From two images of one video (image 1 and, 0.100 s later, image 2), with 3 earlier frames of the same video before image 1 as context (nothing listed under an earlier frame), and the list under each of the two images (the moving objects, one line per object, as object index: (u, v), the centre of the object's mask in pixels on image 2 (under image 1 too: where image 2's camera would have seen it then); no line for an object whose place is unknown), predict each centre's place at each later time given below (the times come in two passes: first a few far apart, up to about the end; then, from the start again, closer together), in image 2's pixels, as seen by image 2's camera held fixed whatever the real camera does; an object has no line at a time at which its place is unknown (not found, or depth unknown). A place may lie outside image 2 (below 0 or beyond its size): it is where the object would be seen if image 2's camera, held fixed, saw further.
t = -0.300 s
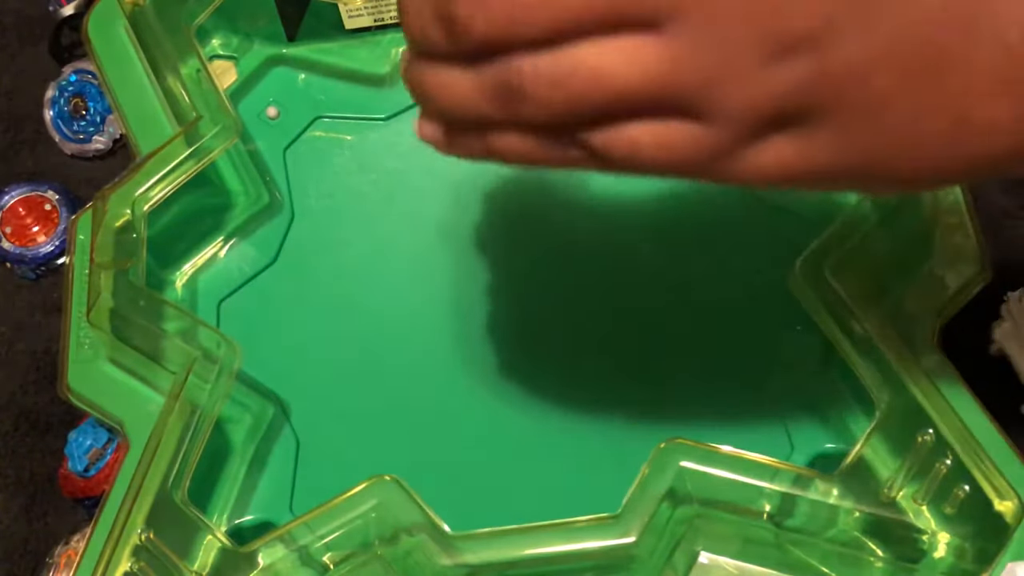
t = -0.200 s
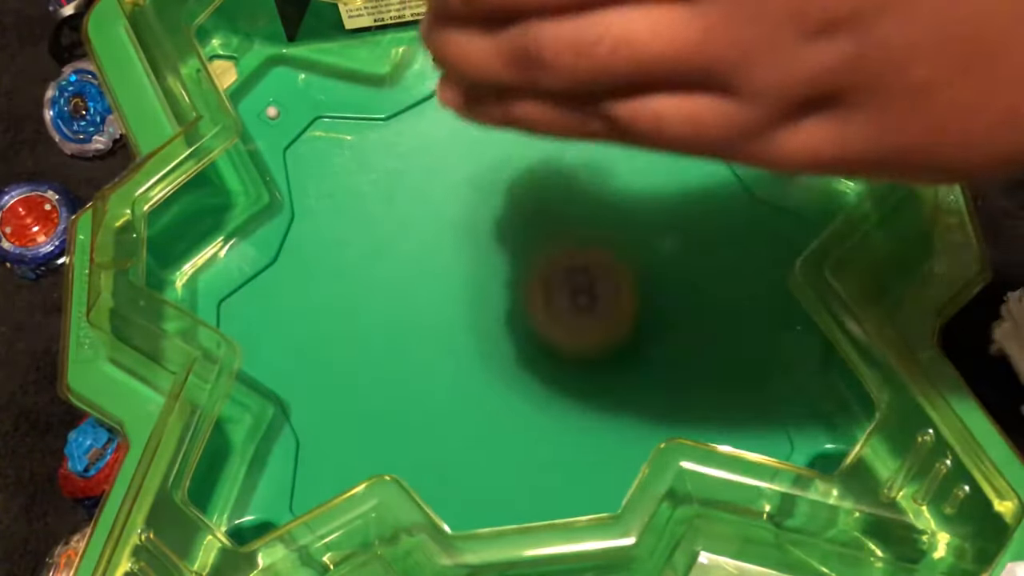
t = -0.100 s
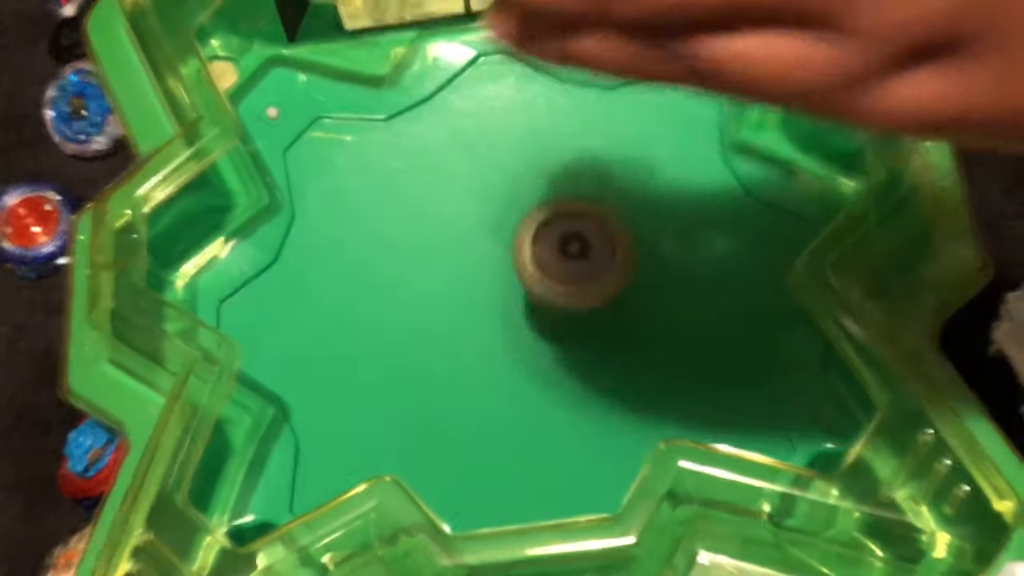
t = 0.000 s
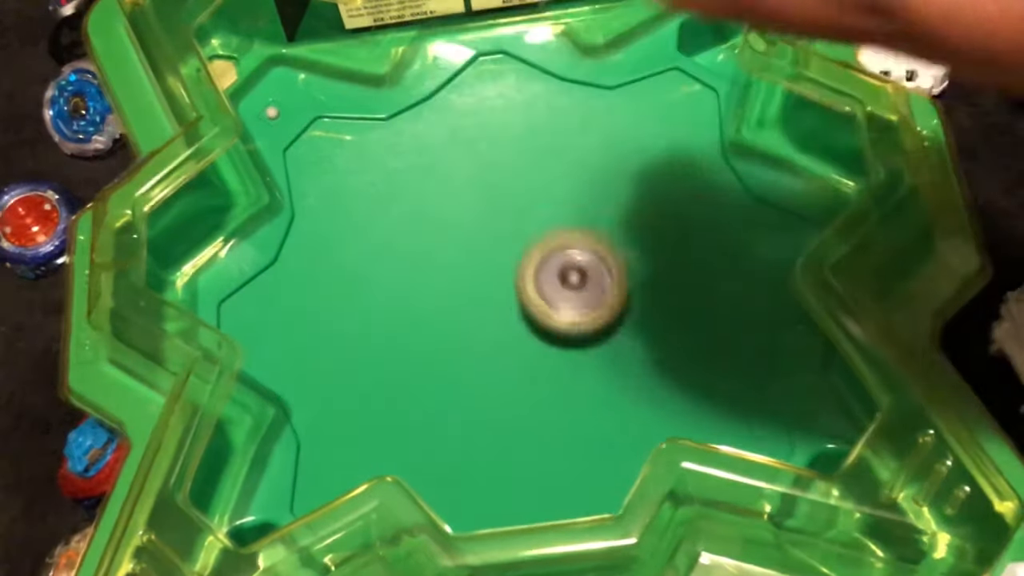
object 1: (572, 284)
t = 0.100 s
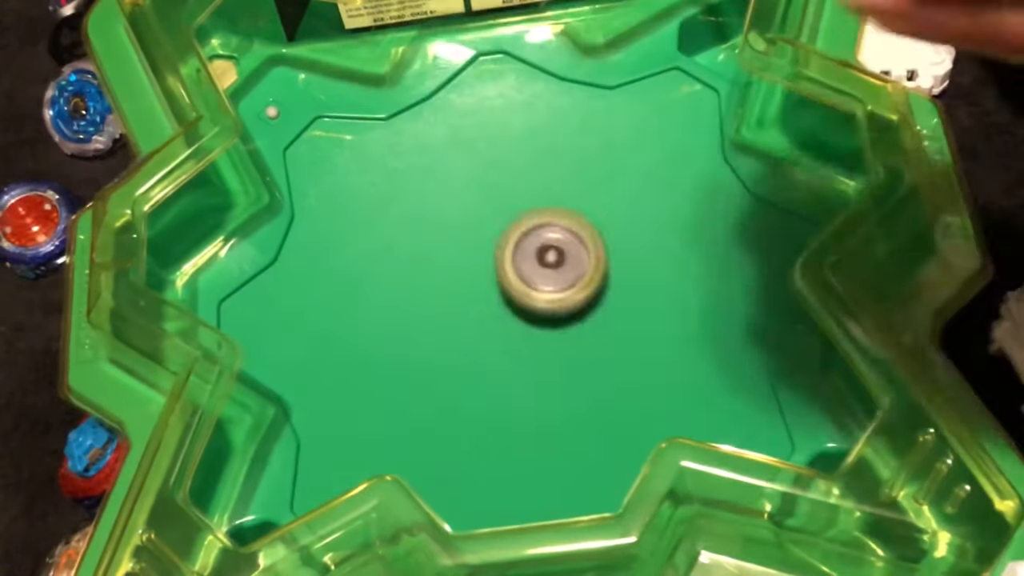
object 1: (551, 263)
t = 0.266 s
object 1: (509, 216)
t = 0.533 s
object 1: (385, 241)
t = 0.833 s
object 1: (577, 442)
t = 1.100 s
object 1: (750, 263)
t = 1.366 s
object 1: (538, 70)
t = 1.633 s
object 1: (275, 333)
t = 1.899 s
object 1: (580, 477)
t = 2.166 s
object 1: (681, 154)
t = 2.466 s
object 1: (305, 321)
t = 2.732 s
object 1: (487, 394)
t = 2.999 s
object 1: (793, 218)
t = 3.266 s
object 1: (539, 213)
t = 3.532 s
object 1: (306, 370)
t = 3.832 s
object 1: (564, 461)
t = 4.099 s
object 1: (723, 199)
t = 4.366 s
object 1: (444, 98)
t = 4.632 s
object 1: (284, 390)
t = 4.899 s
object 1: (655, 438)
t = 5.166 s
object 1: (696, 115)
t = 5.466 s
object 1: (351, 223)
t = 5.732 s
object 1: (438, 480)
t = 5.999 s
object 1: (729, 348)
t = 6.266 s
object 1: (588, 79)
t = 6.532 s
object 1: (290, 249)
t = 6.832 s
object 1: (534, 490)
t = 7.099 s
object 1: (748, 230)
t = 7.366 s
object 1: (439, 90)
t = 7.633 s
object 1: (314, 419)
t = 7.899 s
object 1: (684, 417)
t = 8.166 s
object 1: (668, 96)
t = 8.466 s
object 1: (339, 230)
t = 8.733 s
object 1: (480, 494)
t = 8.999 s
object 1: (746, 316)
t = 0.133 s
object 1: (543, 254)
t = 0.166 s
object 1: (536, 246)
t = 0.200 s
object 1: (528, 237)
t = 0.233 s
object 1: (519, 227)
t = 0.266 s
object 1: (509, 216)
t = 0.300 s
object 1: (496, 206)
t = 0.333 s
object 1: (481, 196)
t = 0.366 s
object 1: (464, 192)
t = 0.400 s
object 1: (447, 190)
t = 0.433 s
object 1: (428, 194)
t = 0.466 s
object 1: (411, 204)
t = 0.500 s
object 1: (396, 220)
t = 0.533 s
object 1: (385, 241)
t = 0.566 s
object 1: (380, 268)
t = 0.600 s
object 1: (381, 298)
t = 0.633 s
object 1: (392, 329)
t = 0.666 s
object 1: (410, 359)
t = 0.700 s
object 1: (434, 387)
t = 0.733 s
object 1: (464, 410)
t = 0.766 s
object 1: (499, 428)
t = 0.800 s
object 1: (538, 437)
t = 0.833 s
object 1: (577, 442)
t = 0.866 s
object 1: (611, 435)
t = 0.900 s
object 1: (646, 415)
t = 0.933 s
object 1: (684, 402)
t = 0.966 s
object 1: (713, 388)
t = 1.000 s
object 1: (734, 363)
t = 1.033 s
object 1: (747, 329)
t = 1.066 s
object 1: (753, 297)
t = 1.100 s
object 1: (750, 263)
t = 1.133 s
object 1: (747, 231)
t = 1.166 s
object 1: (734, 196)
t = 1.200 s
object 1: (714, 165)
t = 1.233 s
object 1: (689, 135)
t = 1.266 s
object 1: (659, 109)
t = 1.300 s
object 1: (622, 87)
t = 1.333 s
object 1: (583, 73)
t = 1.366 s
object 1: (538, 70)
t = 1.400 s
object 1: (489, 79)
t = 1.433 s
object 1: (440, 91)
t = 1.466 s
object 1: (394, 115)
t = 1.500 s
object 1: (351, 145)
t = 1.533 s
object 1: (315, 182)
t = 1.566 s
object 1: (288, 227)
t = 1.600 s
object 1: (273, 277)
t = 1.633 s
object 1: (275, 333)
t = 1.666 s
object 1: (280, 387)
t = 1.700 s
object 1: (303, 438)
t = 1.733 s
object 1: (333, 486)
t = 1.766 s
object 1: (373, 521)
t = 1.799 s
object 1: (423, 533)
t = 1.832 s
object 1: (476, 539)
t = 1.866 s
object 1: (528, 501)
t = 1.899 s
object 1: (580, 477)
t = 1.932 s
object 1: (627, 434)
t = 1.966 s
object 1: (685, 388)
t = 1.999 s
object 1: (723, 334)
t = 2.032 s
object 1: (750, 273)
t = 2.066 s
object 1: (775, 210)
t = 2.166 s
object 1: (681, 154)
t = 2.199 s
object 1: (635, 169)
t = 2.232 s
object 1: (591, 194)
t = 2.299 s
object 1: (493, 222)
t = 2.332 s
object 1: (446, 239)
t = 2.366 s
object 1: (403, 256)
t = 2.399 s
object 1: (364, 278)
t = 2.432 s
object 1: (332, 298)
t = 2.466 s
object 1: (305, 321)
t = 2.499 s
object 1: (289, 342)
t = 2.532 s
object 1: (284, 363)
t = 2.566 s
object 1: (288, 375)
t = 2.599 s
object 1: (305, 390)
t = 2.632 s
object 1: (344, 394)
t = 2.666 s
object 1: (388, 396)
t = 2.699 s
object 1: (437, 396)
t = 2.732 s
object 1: (487, 394)
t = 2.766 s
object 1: (537, 389)
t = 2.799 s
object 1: (590, 379)
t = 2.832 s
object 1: (642, 363)
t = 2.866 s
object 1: (690, 339)
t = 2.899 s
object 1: (729, 311)
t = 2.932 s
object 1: (759, 281)
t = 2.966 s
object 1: (771, 246)
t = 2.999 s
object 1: (793, 218)
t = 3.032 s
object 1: (795, 191)
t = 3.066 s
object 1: (779, 177)
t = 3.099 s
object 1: (759, 174)
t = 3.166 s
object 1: (681, 189)
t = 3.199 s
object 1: (634, 199)
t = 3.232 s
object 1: (586, 206)
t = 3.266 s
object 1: (539, 213)
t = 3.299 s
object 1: (493, 223)
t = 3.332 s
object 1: (450, 238)
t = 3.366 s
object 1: (411, 256)
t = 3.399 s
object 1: (376, 276)
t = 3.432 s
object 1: (348, 299)
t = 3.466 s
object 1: (326, 321)
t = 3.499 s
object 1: (312, 345)
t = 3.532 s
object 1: (306, 370)
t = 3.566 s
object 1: (308, 394)
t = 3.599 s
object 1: (319, 415)
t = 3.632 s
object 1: (338, 432)
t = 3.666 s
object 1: (363, 441)
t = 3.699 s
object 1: (401, 449)
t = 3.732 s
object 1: (442, 463)
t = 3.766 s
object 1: (478, 472)
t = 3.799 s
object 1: (521, 469)
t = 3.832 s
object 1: (564, 461)
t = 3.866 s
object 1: (604, 443)
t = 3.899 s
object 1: (642, 413)
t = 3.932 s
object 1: (679, 388)
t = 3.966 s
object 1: (705, 356)
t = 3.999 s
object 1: (722, 317)
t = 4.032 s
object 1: (730, 277)
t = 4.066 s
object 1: (731, 237)
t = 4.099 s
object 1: (723, 199)
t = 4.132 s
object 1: (707, 165)
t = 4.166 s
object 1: (684, 135)
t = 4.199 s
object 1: (653, 111)
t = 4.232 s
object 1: (616, 96)
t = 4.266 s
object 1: (577, 85)
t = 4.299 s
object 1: (535, 83)
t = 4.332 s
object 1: (492, 85)
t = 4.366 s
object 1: (444, 98)
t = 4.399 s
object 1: (402, 114)
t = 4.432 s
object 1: (362, 140)
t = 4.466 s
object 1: (326, 171)
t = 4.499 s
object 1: (298, 207)
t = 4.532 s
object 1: (279, 249)
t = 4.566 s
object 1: (270, 297)
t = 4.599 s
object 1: (272, 344)
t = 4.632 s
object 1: (284, 390)
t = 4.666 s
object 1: (309, 433)
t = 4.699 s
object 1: (340, 457)
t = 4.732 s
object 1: (397, 471)
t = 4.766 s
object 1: (456, 491)
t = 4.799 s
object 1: (501, 496)
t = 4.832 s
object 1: (559, 489)
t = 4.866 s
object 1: (603, 473)
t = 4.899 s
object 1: (655, 438)
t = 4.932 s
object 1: (710, 406)
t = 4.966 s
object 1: (738, 369)
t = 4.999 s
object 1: (755, 321)
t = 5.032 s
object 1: (755, 272)
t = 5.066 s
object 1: (760, 223)
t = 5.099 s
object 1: (749, 180)
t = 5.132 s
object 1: (729, 141)
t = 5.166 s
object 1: (696, 115)
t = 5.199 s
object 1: (661, 88)
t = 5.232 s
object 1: (621, 68)
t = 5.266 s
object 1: (582, 72)
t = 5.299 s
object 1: (542, 91)
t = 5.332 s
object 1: (498, 110)
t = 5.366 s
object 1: (458, 133)
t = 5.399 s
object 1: (418, 160)
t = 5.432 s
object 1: (381, 189)
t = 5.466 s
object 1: (351, 223)
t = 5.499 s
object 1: (328, 263)
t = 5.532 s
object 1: (314, 306)
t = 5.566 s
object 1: (309, 350)
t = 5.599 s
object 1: (314, 392)
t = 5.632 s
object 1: (330, 429)
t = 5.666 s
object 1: (351, 450)
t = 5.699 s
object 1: (388, 462)
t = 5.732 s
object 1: (438, 480)
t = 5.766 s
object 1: (472, 489)
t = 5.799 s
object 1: (511, 489)
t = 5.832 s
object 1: (559, 481)
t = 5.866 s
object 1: (597, 466)
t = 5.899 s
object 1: (636, 437)
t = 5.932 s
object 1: (681, 408)
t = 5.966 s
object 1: (711, 384)
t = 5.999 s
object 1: (729, 348)
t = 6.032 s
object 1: (741, 309)
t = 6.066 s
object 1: (745, 266)
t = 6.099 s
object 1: (743, 223)
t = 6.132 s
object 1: (730, 182)
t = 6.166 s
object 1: (704, 145)
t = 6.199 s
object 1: (670, 115)
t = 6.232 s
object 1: (630, 93)
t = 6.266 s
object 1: (588, 79)
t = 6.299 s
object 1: (541, 79)
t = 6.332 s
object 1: (493, 86)
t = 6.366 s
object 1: (448, 100)
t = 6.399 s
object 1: (407, 118)
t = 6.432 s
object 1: (368, 145)
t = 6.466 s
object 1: (335, 175)
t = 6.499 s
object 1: (309, 211)
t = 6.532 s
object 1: (290, 249)
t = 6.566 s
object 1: (280, 294)
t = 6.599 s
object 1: (282, 339)
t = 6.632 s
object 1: (290, 383)
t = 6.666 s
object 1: (317, 426)
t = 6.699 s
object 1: (349, 460)
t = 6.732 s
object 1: (389, 488)
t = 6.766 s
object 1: (448, 485)
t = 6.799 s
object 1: (487, 492)
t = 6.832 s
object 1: (534, 490)
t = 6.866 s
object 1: (580, 480)
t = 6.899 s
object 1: (615, 463)
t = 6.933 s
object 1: (677, 427)
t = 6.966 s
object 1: (724, 404)
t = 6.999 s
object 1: (749, 369)
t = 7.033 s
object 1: (758, 322)
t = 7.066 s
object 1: (754, 274)
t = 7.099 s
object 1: (748, 230)
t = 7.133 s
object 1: (729, 188)
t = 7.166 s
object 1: (701, 151)
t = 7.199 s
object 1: (666, 117)
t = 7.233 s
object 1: (626, 93)
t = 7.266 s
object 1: (583, 77)
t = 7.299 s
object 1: (535, 75)
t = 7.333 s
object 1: (488, 81)
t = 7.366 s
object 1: (439, 90)
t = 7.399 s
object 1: (394, 111)
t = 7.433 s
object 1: (356, 144)
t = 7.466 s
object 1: (323, 181)
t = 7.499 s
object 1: (296, 225)
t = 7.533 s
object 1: (283, 273)
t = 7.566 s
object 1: (284, 322)
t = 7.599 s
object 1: (292, 372)
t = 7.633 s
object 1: (314, 419)
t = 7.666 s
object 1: (343, 449)
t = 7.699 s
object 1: (391, 465)
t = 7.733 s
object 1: (452, 488)
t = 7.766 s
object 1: (491, 497)
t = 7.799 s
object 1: (544, 492)
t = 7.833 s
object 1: (591, 480)
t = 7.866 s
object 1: (627, 454)
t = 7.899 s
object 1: (684, 417)
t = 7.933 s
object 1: (718, 390)
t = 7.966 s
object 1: (738, 348)
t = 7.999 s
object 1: (749, 298)
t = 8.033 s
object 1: (751, 250)
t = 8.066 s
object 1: (747, 202)
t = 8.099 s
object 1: (724, 159)
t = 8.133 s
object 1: (697, 119)
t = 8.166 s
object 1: (668, 96)
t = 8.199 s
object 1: (632, 74)
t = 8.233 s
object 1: (593, 66)
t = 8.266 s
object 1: (551, 72)
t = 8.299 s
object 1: (507, 86)
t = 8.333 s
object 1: (467, 103)
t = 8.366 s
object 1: (426, 127)
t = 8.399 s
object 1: (391, 156)
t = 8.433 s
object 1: (362, 193)
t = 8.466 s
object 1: (339, 230)
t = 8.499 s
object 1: (324, 273)
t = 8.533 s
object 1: (319, 317)
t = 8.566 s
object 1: (322, 363)
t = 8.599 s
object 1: (336, 406)
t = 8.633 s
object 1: (357, 439)
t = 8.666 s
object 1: (396, 458)
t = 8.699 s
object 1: (447, 483)
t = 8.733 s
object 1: (480, 494)
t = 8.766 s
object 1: (523, 495)
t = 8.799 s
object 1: (569, 488)
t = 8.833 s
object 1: (604, 474)
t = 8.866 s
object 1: (646, 444)
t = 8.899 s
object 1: (699, 413)
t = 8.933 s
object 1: (724, 392)
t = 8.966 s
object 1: (739, 355)
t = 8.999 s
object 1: (746, 316)
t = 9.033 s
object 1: (740, 276)
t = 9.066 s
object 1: (729, 237)
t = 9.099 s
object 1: (710, 199)
